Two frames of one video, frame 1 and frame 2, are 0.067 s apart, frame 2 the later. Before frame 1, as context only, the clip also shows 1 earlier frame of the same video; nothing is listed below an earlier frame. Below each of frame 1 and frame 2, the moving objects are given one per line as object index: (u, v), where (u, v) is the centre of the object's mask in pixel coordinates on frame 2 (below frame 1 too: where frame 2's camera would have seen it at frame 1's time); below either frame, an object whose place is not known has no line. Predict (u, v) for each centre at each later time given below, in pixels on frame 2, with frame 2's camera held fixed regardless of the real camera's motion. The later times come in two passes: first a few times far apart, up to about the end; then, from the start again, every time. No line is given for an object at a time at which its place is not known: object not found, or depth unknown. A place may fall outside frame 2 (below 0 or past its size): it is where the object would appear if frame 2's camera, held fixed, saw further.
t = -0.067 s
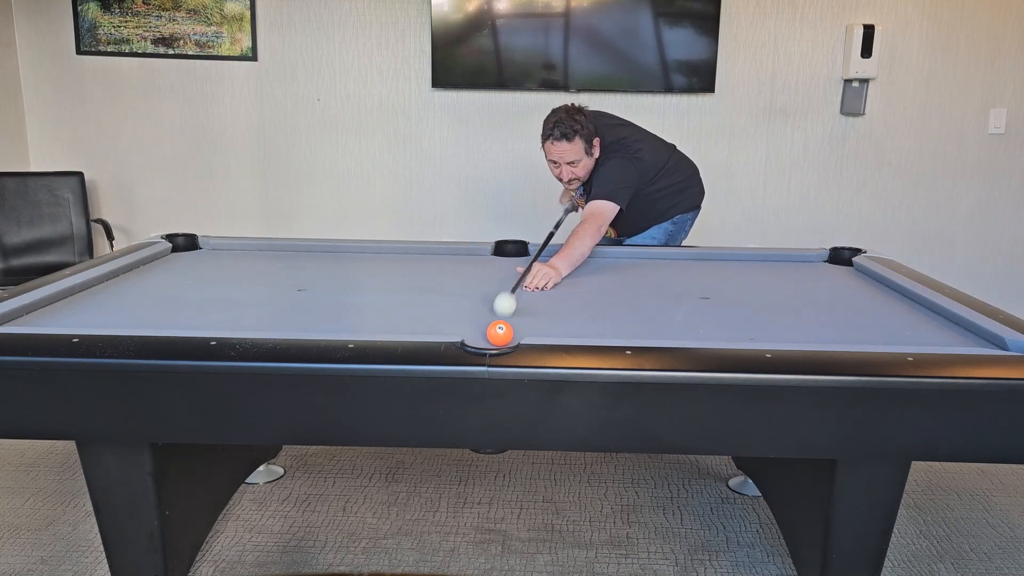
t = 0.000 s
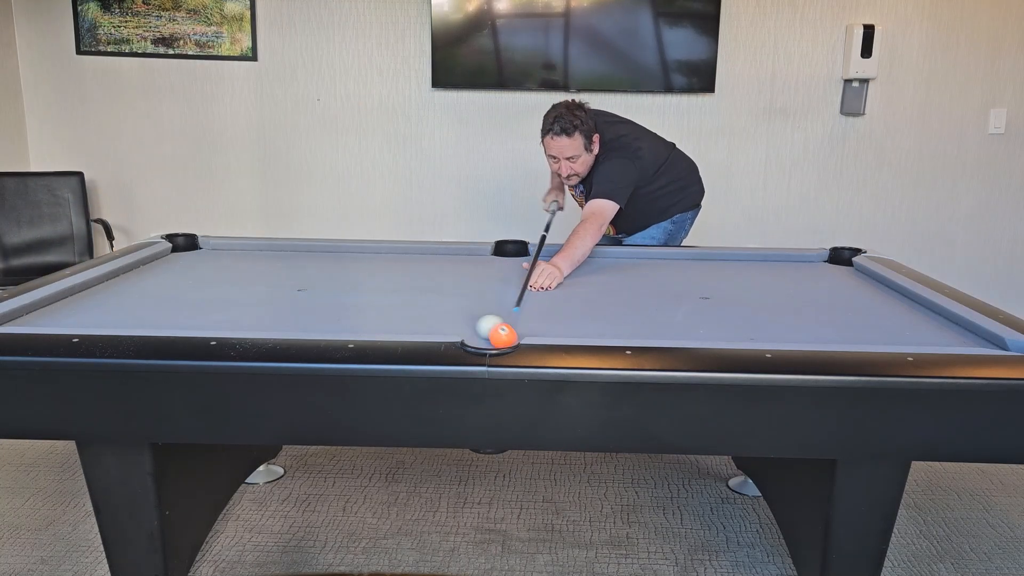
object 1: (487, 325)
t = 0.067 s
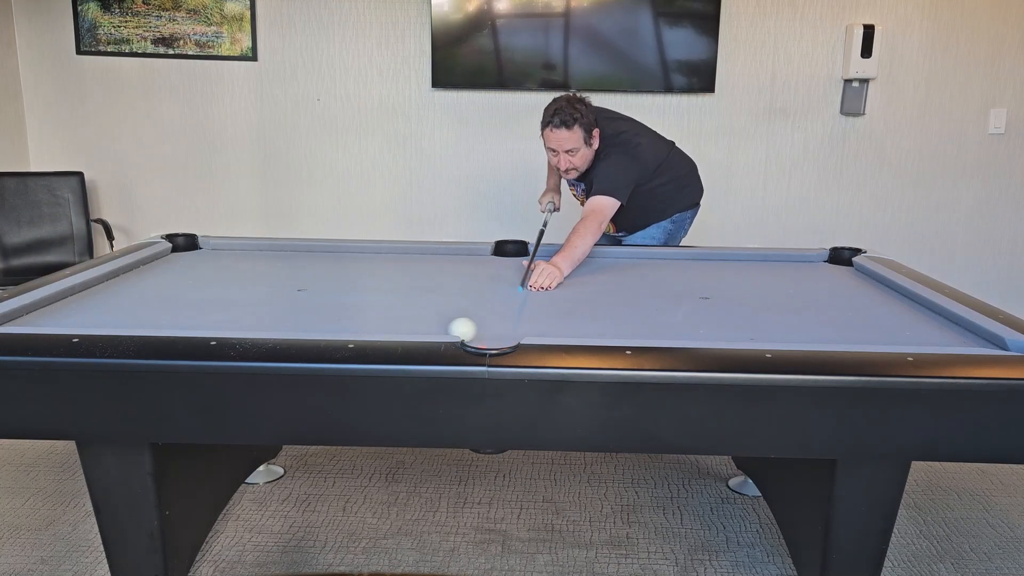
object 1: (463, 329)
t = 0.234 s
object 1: (403, 328)
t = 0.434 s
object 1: (340, 323)
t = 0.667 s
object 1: (273, 316)
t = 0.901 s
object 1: (212, 308)
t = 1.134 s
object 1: (157, 301)
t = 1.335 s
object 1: (114, 296)
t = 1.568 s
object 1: (84, 290)
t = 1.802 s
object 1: (128, 285)
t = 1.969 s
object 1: (156, 282)
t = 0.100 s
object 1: (450, 328)
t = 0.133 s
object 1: (438, 329)
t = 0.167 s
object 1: (426, 329)
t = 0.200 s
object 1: (414, 329)
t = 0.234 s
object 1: (403, 328)
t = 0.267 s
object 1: (392, 327)
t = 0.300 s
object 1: (381, 327)
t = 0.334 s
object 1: (370, 326)
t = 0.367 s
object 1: (360, 325)
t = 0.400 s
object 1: (350, 324)
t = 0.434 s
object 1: (340, 323)
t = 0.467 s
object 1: (330, 322)
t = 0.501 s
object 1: (320, 322)
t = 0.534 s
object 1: (310, 321)
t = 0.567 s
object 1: (300, 320)
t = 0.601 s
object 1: (291, 319)
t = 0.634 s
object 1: (282, 318)
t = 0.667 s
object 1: (273, 316)
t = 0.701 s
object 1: (264, 315)
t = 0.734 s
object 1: (255, 314)
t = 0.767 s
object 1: (246, 313)
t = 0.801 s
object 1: (237, 312)
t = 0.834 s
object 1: (229, 311)
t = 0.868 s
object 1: (221, 310)
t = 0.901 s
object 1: (212, 308)
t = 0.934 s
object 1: (204, 307)
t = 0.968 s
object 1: (196, 306)
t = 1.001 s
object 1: (188, 305)
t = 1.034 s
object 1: (180, 304)
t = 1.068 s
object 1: (173, 303)
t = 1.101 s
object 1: (165, 302)
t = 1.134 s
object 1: (157, 301)
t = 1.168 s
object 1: (150, 300)
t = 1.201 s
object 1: (143, 299)
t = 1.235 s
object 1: (135, 298)
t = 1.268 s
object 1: (128, 297)
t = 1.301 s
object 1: (121, 296)
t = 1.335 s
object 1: (114, 296)
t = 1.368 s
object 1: (107, 295)
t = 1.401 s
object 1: (100, 294)
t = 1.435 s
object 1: (94, 293)
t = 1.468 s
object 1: (87, 292)
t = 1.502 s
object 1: (81, 291)
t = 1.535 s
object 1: (76, 290)
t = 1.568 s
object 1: (84, 290)
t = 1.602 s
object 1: (91, 289)
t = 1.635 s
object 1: (97, 288)
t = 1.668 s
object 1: (104, 288)
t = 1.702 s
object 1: (110, 287)
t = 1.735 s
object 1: (116, 286)
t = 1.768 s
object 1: (122, 286)
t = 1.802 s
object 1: (128, 285)
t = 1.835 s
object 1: (134, 284)
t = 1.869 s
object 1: (139, 284)
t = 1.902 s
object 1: (145, 283)
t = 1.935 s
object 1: (150, 283)
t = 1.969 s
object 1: (156, 282)
